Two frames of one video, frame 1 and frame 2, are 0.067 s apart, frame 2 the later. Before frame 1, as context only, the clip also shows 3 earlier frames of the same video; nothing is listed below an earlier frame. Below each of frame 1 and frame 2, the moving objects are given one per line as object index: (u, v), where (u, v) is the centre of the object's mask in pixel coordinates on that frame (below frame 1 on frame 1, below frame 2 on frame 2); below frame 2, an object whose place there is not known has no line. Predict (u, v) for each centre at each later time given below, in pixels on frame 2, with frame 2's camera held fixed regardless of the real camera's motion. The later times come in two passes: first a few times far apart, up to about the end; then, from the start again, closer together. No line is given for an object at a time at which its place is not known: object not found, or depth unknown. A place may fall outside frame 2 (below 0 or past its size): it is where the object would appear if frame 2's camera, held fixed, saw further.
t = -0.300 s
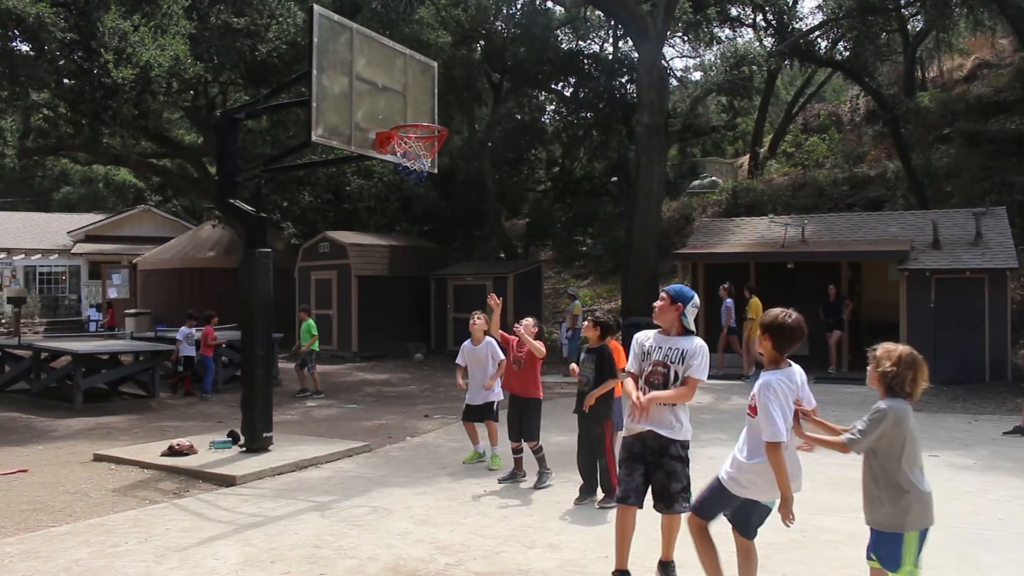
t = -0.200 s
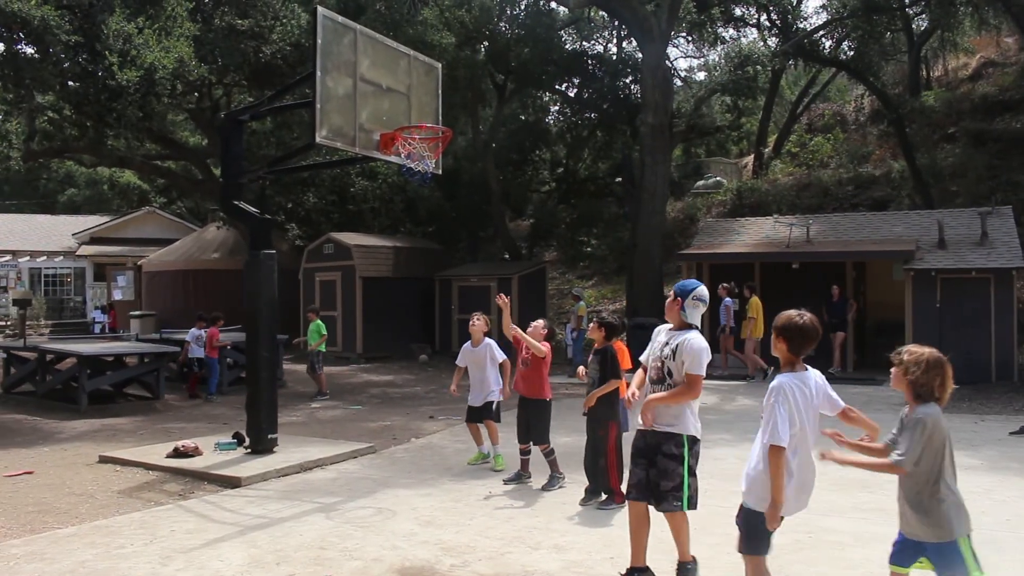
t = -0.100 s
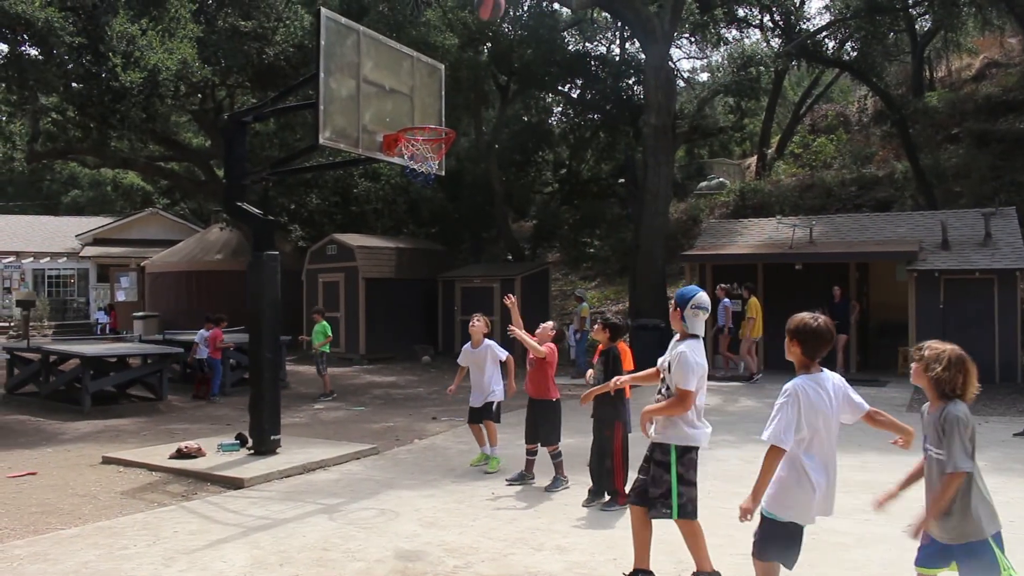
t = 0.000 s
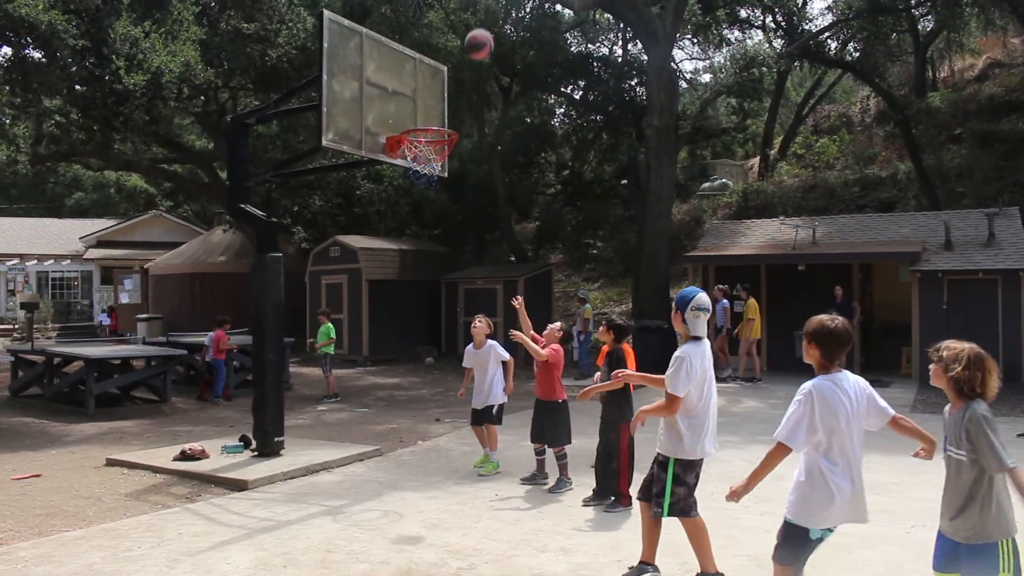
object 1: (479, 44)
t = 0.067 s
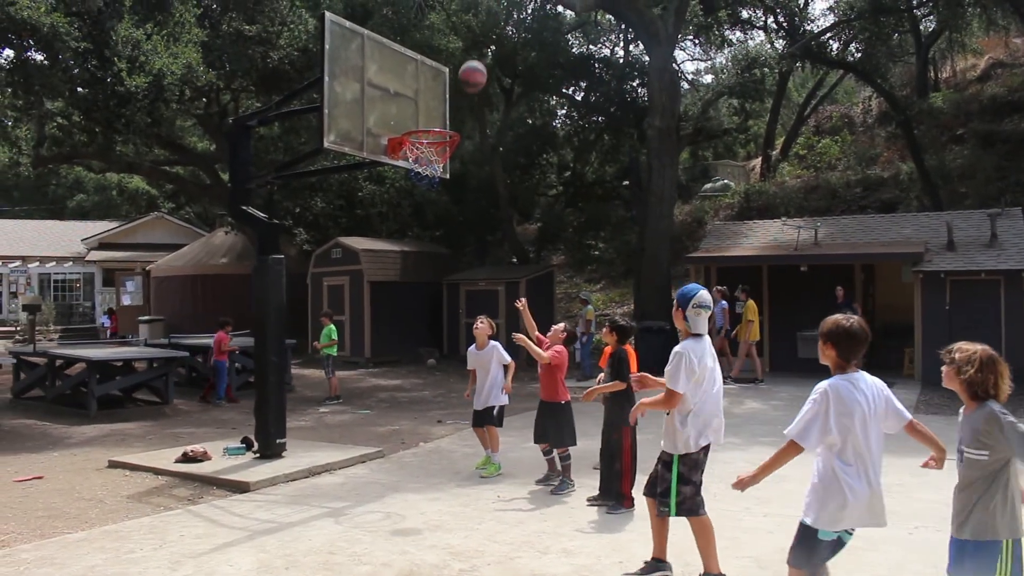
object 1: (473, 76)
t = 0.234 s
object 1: (471, 106)
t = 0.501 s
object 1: (506, 77)
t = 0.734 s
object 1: (535, 113)
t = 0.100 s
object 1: (469, 92)
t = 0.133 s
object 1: (465, 110)
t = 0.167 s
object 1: (463, 124)
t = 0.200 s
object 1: (467, 115)
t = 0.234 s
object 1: (471, 106)
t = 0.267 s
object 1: (476, 98)
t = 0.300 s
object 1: (481, 91)
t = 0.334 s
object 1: (485, 86)
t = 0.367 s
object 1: (489, 81)
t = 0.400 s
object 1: (494, 79)
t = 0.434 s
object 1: (498, 77)
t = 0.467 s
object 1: (502, 76)
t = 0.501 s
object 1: (506, 77)
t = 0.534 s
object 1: (510, 78)
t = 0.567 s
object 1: (514, 82)
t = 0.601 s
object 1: (519, 86)
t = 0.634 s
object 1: (523, 91)
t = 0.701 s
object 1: (531, 104)
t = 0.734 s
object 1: (535, 113)
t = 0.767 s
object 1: (539, 123)
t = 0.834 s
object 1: (547, 145)
